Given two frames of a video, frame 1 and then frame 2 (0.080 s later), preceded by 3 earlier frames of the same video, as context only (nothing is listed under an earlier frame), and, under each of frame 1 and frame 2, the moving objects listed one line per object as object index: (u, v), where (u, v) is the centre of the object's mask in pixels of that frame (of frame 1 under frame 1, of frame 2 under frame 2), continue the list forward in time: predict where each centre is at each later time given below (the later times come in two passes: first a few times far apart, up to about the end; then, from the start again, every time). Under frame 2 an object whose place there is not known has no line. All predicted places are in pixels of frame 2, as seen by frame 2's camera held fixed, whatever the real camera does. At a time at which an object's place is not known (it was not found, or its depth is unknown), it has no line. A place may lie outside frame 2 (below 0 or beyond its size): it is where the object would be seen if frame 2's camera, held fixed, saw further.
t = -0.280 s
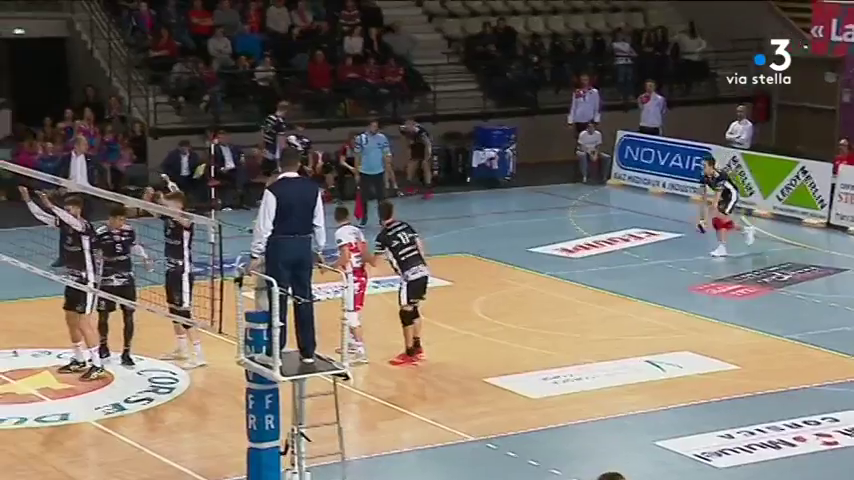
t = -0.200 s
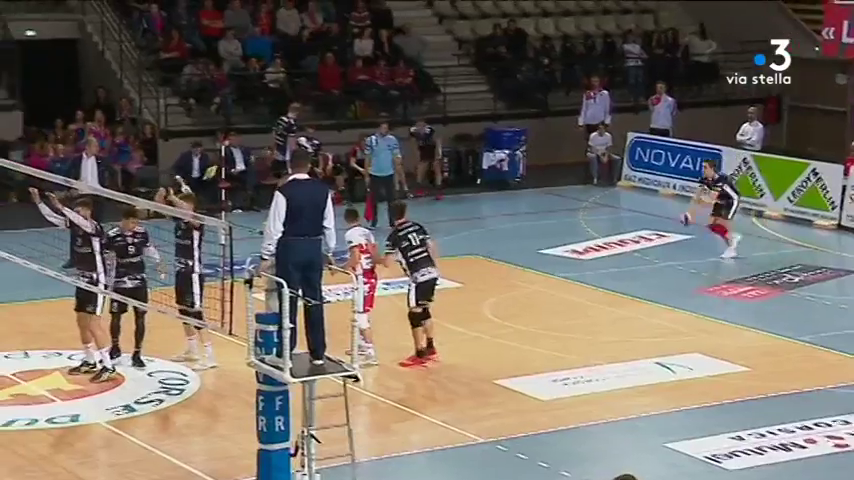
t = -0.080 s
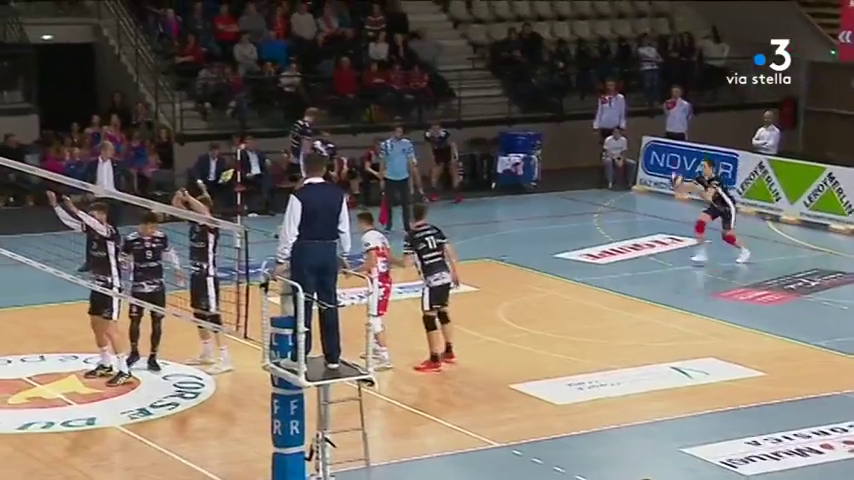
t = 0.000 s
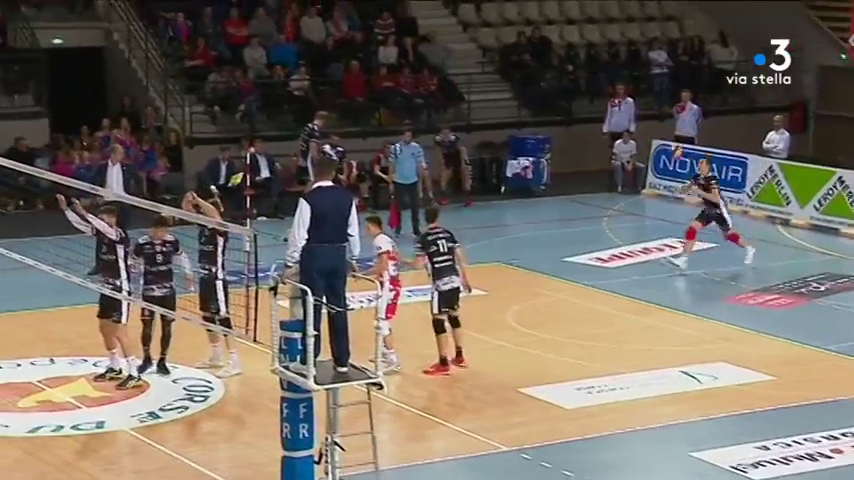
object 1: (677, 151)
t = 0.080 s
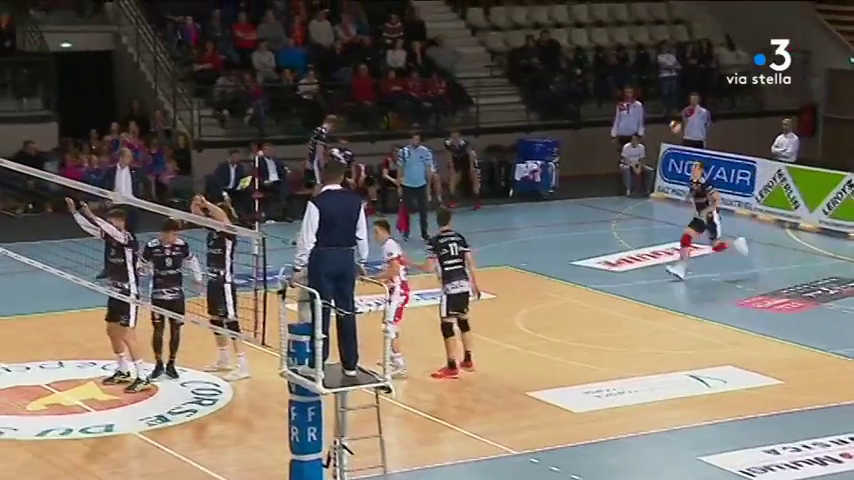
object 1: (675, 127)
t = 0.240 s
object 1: (655, 87)
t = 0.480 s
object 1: (624, 56)
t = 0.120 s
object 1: (670, 116)
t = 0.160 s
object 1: (664, 105)
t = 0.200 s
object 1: (660, 96)
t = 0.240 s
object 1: (655, 87)
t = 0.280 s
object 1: (650, 79)
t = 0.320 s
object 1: (645, 72)
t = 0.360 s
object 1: (639, 66)
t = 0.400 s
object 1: (634, 62)
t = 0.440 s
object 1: (629, 59)
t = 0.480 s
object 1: (624, 56)
